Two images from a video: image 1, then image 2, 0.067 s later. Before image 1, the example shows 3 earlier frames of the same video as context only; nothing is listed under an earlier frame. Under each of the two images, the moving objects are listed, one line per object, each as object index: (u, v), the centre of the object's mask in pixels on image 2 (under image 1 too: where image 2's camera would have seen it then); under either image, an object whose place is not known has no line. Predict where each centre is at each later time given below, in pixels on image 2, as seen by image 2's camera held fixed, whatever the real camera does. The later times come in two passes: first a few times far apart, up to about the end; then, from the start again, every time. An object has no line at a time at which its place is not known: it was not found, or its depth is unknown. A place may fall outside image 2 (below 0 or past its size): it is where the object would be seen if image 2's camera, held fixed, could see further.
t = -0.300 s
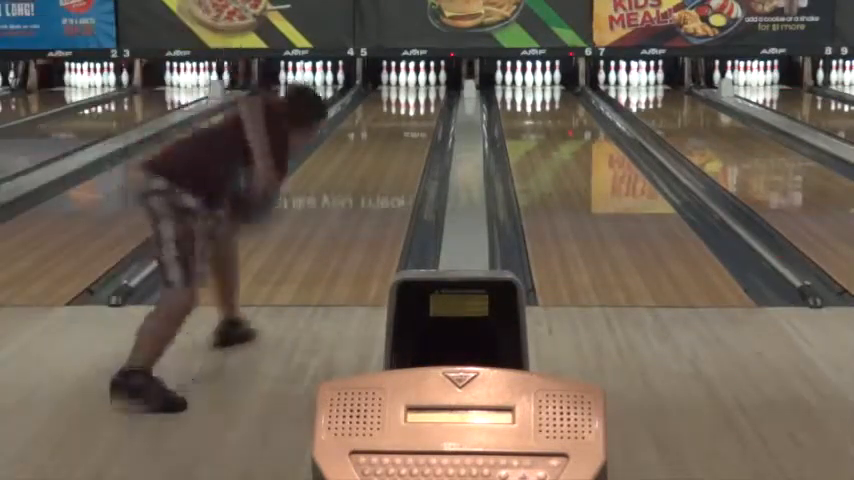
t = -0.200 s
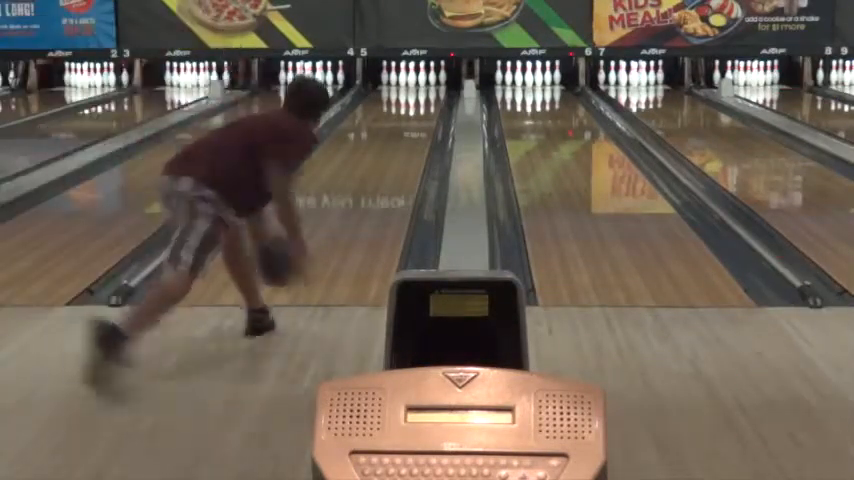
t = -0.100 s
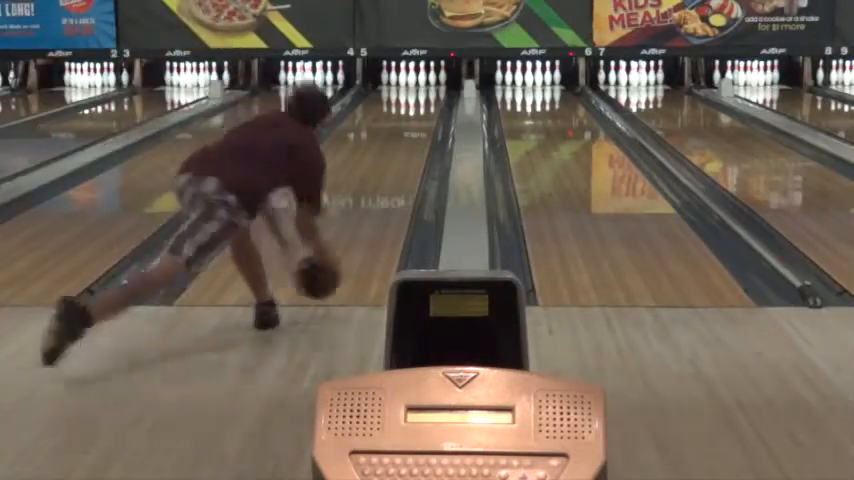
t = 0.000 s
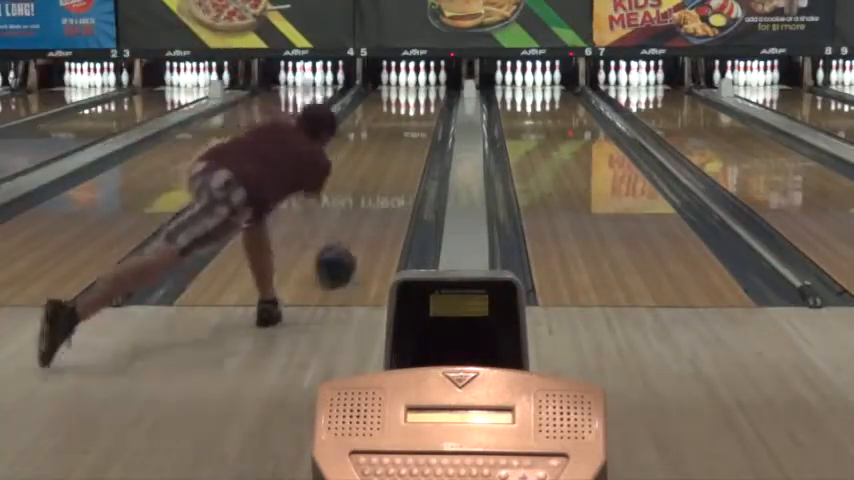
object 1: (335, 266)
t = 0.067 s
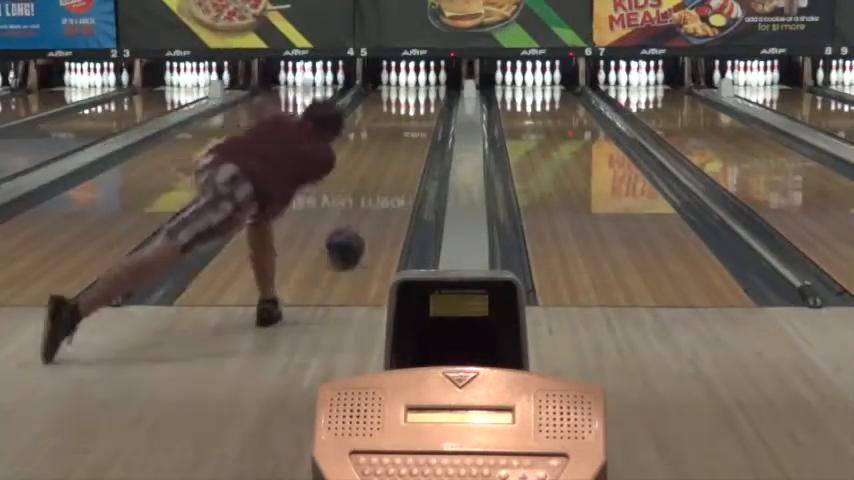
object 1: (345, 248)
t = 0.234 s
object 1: (363, 213)
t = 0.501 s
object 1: (382, 176)
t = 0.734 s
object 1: (396, 152)
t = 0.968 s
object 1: (405, 134)
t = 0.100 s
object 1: (349, 240)
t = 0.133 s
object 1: (353, 233)
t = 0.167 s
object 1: (356, 226)
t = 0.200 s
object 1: (360, 219)
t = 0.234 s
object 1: (363, 213)
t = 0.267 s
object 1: (366, 207)
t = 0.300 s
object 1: (369, 202)
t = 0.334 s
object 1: (372, 196)
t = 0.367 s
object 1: (379, 190)
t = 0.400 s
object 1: (383, 186)
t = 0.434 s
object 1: (380, 184)
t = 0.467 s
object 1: (382, 181)
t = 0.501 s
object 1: (382, 176)
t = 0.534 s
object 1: (383, 173)
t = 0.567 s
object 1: (388, 168)
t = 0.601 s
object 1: (390, 166)
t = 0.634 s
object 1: (392, 161)
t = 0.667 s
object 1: (393, 156)
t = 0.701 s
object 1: (395, 153)
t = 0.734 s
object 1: (396, 152)
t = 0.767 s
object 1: (398, 149)
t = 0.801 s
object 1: (399, 147)
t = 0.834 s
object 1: (401, 142)
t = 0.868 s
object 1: (402, 139)
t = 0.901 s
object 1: (403, 137)
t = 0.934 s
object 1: (404, 135)
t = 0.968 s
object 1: (405, 134)
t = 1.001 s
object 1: (407, 130)
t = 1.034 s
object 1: (412, 132)
